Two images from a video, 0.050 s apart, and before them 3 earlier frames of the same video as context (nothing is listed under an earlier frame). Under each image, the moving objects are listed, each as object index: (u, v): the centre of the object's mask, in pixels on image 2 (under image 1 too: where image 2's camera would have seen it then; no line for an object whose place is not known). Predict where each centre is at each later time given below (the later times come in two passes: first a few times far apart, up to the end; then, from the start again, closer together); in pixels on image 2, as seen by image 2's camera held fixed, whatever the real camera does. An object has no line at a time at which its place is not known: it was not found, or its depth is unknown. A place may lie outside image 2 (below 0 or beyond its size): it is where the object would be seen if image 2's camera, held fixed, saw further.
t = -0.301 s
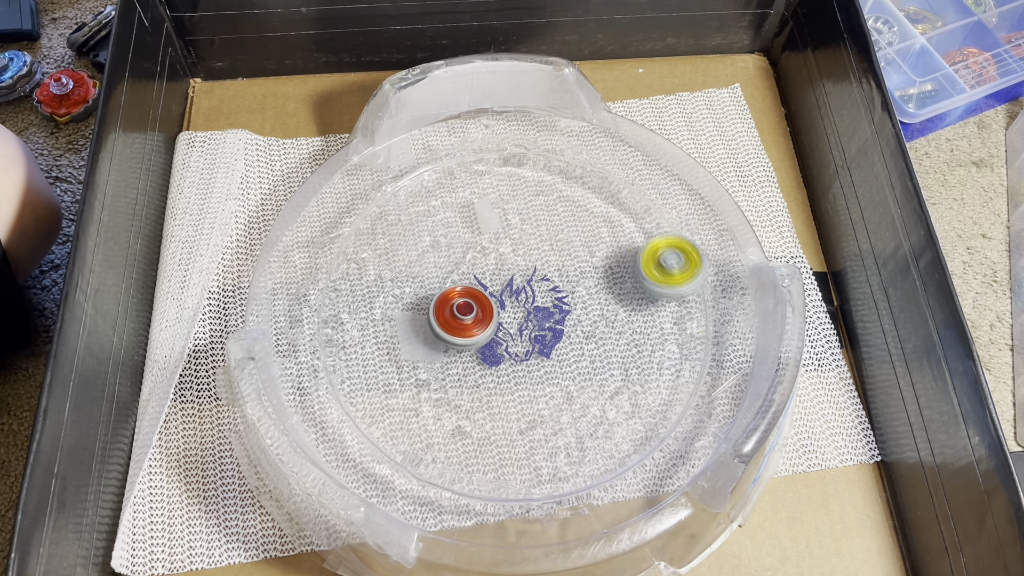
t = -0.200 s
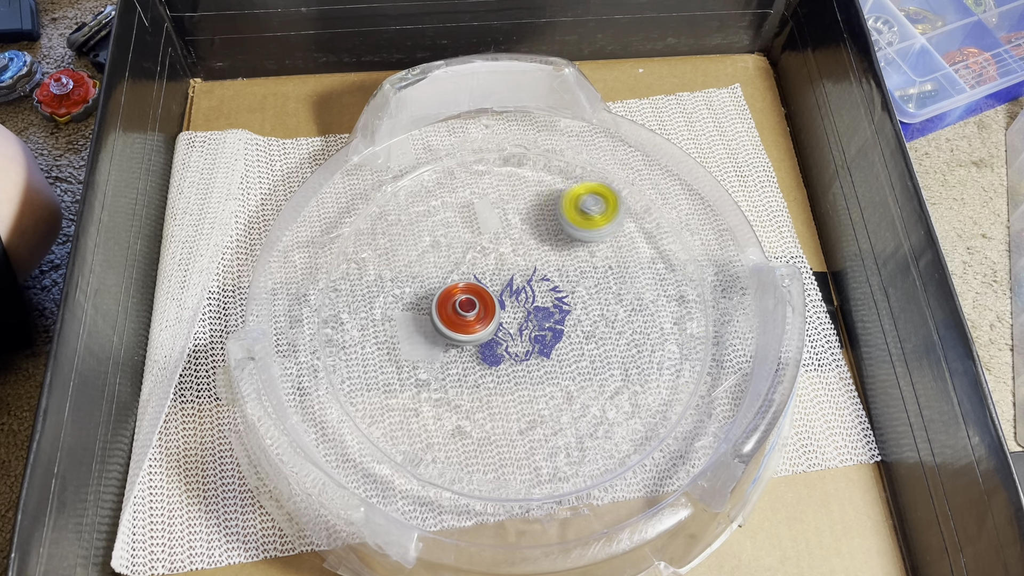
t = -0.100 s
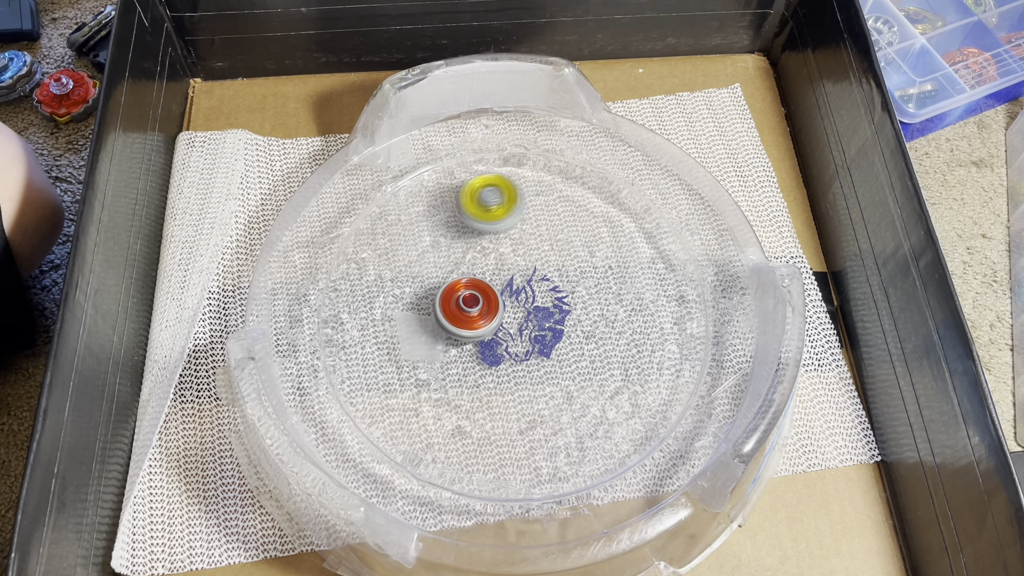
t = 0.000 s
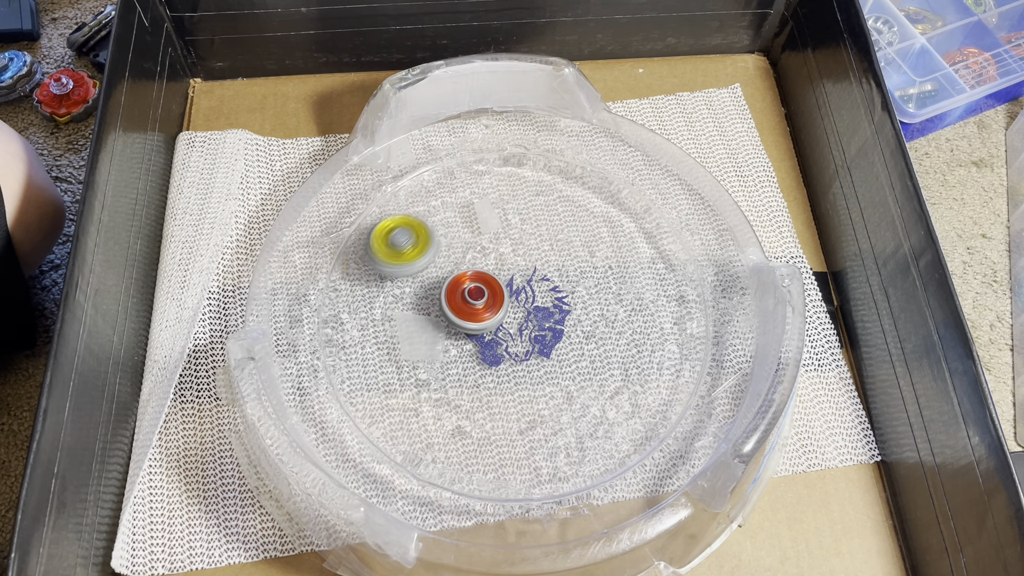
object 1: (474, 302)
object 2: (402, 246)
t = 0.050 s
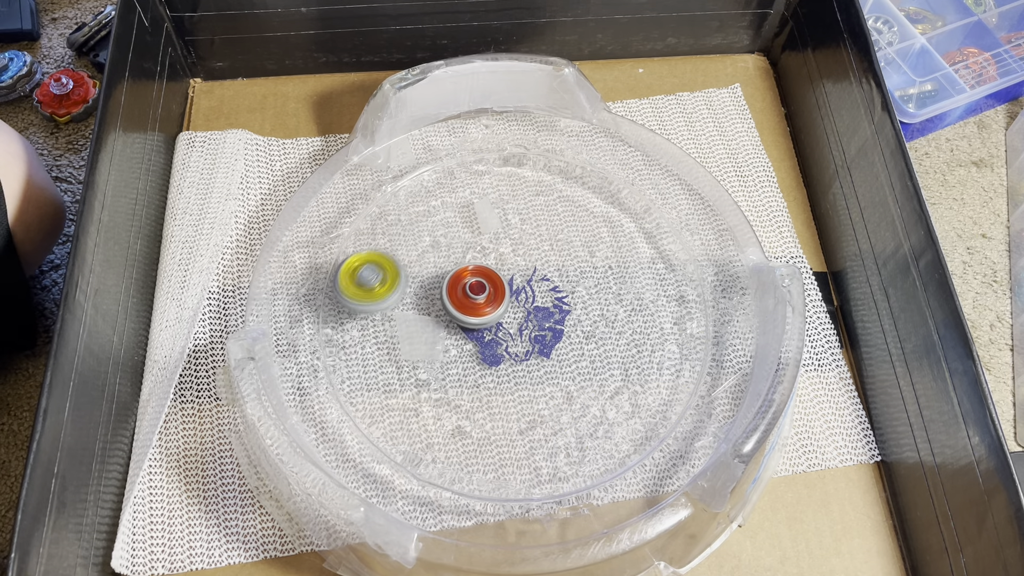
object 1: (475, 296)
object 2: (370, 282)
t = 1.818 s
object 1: (551, 300)
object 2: (456, 168)
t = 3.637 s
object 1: (489, 342)
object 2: (671, 222)
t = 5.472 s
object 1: (513, 289)
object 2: (609, 462)
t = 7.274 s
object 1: (524, 345)
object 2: (332, 356)
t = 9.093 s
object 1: (489, 301)
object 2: (537, 158)
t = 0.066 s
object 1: (475, 294)
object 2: (362, 296)
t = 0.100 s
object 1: (476, 292)
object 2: (351, 327)
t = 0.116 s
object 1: (476, 291)
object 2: (347, 343)
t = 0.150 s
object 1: (476, 289)
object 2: (345, 375)
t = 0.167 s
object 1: (476, 289)
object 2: (346, 390)
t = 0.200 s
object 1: (477, 288)
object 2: (362, 417)
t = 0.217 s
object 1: (477, 287)
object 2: (375, 431)
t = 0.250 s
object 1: (477, 286)
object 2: (405, 455)
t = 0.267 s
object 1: (477, 286)
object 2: (423, 465)
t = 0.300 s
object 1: (478, 285)
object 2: (459, 478)
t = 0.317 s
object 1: (479, 285)
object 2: (481, 483)
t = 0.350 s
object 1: (480, 285)
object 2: (523, 486)
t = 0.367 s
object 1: (480, 285)
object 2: (545, 484)
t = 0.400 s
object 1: (481, 284)
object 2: (581, 474)
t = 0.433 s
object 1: (482, 284)
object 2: (610, 458)
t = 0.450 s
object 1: (483, 284)
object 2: (623, 448)
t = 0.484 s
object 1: (484, 283)
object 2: (643, 424)
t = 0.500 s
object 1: (485, 283)
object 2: (651, 408)
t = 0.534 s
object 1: (486, 282)
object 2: (661, 378)
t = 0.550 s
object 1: (487, 282)
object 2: (664, 362)
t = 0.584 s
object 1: (489, 282)
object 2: (662, 331)
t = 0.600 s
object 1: (490, 281)
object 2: (658, 315)
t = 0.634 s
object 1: (492, 281)
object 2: (646, 286)
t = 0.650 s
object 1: (493, 281)
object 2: (637, 272)
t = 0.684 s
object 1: (495, 281)
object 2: (615, 248)
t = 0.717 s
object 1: (497, 281)
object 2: (589, 228)
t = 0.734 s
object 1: (498, 280)
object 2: (575, 220)
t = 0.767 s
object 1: (500, 280)
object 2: (545, 207)
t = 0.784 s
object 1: (501, 280)
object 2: (528, 203)
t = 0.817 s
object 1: (503, 280)
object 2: (496, 198)
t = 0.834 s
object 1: (504, 280)
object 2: (480, 197)
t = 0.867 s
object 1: (505, 280)
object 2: (447, 201)
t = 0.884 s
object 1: (506, 280)
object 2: (431, 205)
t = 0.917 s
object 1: (509, 280)
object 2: (400, 216)
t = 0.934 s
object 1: (510, 280)
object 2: (386, 224)
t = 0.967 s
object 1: (512, 281)
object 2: (359, 241)
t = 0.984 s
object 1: (513, 281)
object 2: (348, 252)
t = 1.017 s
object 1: (515, 281)
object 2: (328, 274)
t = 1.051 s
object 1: (517, 281)
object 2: (325, 304)
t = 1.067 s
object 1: (518, 281)
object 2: (325, 319)
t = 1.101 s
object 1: (520, 281)
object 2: (326, 349)
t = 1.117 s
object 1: (521, 281)
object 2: (331, 364)
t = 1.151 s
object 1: (522, 282)
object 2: (347, 395)
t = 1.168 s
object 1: (523, 282)
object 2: (357, 410)
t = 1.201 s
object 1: (525, 282)
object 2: (381, 436)
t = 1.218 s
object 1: (526, 283)
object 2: (396, 447)
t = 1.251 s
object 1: (529, 283)
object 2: (427, 463)
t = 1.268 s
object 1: (530, 283)
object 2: (443, 467)
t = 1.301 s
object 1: (532, 284)
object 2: (479, 471)
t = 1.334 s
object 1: (534, 285)
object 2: (515, 467)
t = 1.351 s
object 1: (535, 285)
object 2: (532, 462)
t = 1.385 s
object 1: (537, 286)
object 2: (564, 448)
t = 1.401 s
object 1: (537, 286)
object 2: (578, 438)
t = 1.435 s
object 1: (539, 287)
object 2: (604, 415)
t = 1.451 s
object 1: (540, 288)
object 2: (614, 403)
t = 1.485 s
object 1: (541, 289)
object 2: (629, 373)
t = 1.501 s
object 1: (542, 289)
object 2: (635, 358)
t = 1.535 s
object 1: (543, 290)
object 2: (638, 325)
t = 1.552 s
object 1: (543, 290)
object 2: (637, 310)
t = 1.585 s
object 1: (545, 291)
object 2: (629, 280)
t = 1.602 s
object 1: (545, 292)
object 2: (623, 266)
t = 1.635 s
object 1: (546, 293)
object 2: (606, 239)
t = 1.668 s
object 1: (547, 294)
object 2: (586, 216)
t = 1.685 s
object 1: (548, 295)
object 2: (573, 206)
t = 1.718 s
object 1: (549, 296)
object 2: (548, 189)
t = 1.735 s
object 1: (549, 297)
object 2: (533, 182)
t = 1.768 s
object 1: (550, 298)
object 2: (503, 173)
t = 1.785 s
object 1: (550, 299)
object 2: (486, 170)
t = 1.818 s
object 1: (551, 300)
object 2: (456, 168)
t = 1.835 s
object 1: (551, 301)
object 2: (439, 168)
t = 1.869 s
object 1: (551, 302)
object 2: (410, 172)
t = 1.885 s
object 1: (552, 303)
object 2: (397, 179)
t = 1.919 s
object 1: (552, 304)
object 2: (377, 200)
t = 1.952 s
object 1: (552, 306)
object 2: (357, 222)
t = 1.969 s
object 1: (552, 307)
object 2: (346, 233)
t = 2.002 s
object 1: (553, 308)
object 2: (333, 259)
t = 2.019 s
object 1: (553, 309)
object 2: (329, 273)
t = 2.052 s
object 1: (553, 311)
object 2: (325, 302)
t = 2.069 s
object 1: (553, 312)
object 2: (324, 316)
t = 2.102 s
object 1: (553, 314)
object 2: (331, 346)
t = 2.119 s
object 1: (553, 314)
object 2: (336, 361)
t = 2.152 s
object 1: (552, 316)
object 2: (354, 386)
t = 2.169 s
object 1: (552, 317)
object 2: (364, 398)
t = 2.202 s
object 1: (551, 319)
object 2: (392, 417)
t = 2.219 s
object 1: (551, 320)
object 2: (408, 426)
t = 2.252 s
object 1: (550, 322)
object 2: (442, 436)
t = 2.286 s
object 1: (550, 323)
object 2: (481, 441)
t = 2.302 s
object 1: (550, 324)
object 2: (499, 440)
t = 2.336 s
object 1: (549, 326)
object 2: (536, 435)
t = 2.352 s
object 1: (548, 327)
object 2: (554, 429)
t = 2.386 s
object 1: (547, 329)
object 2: (584, 413)
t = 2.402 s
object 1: (547, 329)
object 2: (599, 403)
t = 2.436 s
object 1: (546, 331)
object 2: (621, 379)
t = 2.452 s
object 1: (546, 331)
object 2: (630, 366)
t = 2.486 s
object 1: (544, 333)
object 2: (644, 337)
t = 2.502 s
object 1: (544, 334)
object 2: (648, 322)
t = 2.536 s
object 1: (543, 335)
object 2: (651, 291)
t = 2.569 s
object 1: (542, 336)
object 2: (647, 261)
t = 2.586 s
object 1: (541, 337)
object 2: (643, 246)
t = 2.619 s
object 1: (540, 338)
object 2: (631, 219)
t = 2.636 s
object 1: (539, 339)
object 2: (623, 207)
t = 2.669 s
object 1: (538, 340)
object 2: (604, 184)
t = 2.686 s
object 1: (537, 341)
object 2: (594, 175)
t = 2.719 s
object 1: (535, 342)
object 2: (570, 158)
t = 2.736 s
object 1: (535, 343)
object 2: (558, 151)
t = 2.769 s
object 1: (533, 344)
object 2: (528, 148)
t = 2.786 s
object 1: (532, 344)
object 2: (512, 149)
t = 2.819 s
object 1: (531, 345)
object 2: (481, 150)
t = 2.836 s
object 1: (530, 346)
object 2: (467, 152)
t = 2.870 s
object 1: (529, 347)
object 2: (437, 159)
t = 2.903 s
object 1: (528, 347)
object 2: (411, 173)
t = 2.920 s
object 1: (527, 348)
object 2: (399, 181)
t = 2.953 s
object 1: (525, 348)
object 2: (380, 200)
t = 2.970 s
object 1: (524, 348)
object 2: (372, 213)
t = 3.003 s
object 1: (523, 349)
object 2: (359, 238)
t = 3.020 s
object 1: (522, 349)
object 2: (355, 252)
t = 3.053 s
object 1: (520, 349)
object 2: (350, 281)
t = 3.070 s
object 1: (519, 349)
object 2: (350, 297)
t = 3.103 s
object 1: (518, 349)
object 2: (356, 326)
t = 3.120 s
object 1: (517, 349)
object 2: (362, 341)
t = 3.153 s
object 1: (515, 349)
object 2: (381, 369)
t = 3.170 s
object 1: (514, 349)
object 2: (392, 382)
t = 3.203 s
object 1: (512, 349)
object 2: (420, 405)
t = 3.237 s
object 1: (511, 349)
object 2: (453, 423)
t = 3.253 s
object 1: (510, 349)
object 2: (469, 429)
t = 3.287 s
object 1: (508, 348)
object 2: (505, 435)
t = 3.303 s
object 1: (507, 348)
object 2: (524, 436)
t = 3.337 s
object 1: (505, 348)
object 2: (559, 433)
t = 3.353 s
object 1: (504, 348)
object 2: (576, 428)
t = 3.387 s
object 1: (503, 348)
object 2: (608, 415)
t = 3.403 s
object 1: (501, 347)
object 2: (624, 407)
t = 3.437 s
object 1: (500, 347)
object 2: (650, 385)
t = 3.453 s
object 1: (499, 347)
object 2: (661, 373)
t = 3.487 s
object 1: (497, 346)
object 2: (678, 345)
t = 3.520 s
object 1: (496, 346)
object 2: (690, 316)
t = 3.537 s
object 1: (495, 345)
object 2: (693, 301)
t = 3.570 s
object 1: (493, 344)
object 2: (693, 273)
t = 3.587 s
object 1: (492, 344)
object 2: (691, 259)
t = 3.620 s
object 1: (490, 343)
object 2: (681, 232)
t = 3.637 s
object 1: (489, 342)
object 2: (671, 222)
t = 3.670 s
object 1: (487, 341)
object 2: (652, 200)
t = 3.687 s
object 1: (486, 341)
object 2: (641, 189)
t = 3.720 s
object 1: (485, 340)
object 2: (616, 174)
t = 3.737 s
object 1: (484, 339)
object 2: (603, 167)
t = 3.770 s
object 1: (482, 338)
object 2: (575, 157)
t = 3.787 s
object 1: (482, 338)
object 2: (561, 155)
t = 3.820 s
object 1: (480, 337)
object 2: (532, 153)
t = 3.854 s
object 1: (479, 336)
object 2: (503, 156)
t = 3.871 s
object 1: (478, 335)
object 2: (489, 159)
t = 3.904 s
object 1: (477, 334)
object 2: (462, 170)
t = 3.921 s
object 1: (476, 333)
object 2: (449, 178)
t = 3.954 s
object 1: (475, 332)
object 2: (425, 196)
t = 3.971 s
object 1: (475, 331)
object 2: (414, 208)
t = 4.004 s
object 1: (474, 329)
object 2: (396, 232)
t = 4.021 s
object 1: (473, 329)
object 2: (389, 245)
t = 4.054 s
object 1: (472, 327)
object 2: (379, 274)
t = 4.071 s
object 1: (472, 326)
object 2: (377, 289)
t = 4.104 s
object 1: (471, 324)
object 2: (376, 321)
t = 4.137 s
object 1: (470, 322)
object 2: (383, 352)
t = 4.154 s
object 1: (470, 322)
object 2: (389, 367)
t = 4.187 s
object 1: (469, 320)
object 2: (406, 396)
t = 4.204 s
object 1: (469, 319)
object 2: (417, 409)
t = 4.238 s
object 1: (469, 318)
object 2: (444, 430)
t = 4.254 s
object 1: (469, 317)
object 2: (458, 439)
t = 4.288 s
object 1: (469, 315)
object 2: (491, 453)
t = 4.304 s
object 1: (469, 314)
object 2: (508, 458)
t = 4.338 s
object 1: (469, 313)
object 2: (543, 463)
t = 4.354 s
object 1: (469, 312)
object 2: (561, 464)
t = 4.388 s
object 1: (470, 310)
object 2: (596, 459)
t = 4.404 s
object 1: (470, 310)
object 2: (614, 455)
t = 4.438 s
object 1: (470, 308)
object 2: (645, 443)
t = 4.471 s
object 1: (472, 306)
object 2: (667, 418)
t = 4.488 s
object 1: (472, 305)
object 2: (677, 405)
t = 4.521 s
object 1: (473, 303)
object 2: (694, 379)
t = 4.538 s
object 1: (474, 302)
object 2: (698, 365)
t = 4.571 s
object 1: (474, 299)
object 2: (704, 337)
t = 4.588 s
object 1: (474, 298)
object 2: (704, 323)
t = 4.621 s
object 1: (474, 297)
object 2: (701, 296)
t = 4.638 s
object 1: (475, 296)
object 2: (697, 283)
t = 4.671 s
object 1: (474, 294)
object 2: (684, 259)
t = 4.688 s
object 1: (475, 294)
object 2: (676, 248)
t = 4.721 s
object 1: (475, 293)
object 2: (655, 227)
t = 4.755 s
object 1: (475, 293)
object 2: (631, 210)
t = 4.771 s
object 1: (475, 292)
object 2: (618, 203)
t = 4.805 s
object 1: (476, 292)
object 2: (589, 193)
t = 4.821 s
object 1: (476, 291)
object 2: (574, 190)
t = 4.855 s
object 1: (477, 291)
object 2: (543, 187)
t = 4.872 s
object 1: (477, 291)
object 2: (528, 187)
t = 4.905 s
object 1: (478, 291)
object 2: (496, 192)
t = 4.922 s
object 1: (478, 291)
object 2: (481, 196)
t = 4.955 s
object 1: (479, 290)
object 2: (454, 209)
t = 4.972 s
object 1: (480, 290)
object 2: (440, 216)
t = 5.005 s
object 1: (481, 290)
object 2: (416, 236)
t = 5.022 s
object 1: (482, 290)
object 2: (405, 247)
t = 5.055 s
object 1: (484, 290)
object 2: (387, 271)
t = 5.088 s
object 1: (486, 289)
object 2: (374, 298)
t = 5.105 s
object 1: (486, 289)
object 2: (370, 313)
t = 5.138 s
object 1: (488, 289)
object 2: (367, 342)
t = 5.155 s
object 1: (489, 289)
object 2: (367, 358)
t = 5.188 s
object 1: (492, 289)
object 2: (373, 388)
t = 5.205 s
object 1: (493, 289)
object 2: (379, 402)
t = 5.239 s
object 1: (495, 289)
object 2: (395, 429)
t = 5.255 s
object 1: (496, 289)
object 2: (404, 442)
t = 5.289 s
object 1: (499, 289)
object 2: (428, 464)
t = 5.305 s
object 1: (500, 289)
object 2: (441, 473)
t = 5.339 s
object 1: (502, 289)
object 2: (478, 480)
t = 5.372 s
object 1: (505, 289)
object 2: (511, 485)
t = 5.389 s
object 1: (506, 289)
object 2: (528, 486)
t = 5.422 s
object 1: (509, 289)
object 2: (563, 480)
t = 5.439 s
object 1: (510, 289)
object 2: (579, 475)
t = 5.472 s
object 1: (513, 289)
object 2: (609, 462)
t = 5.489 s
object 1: (514, 289)
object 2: (623, 453)
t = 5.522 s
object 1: (517, 290)
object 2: (645, 433)
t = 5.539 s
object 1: (518, 290)
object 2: (654, 421)
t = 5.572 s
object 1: (521, 289)
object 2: (667, 395)
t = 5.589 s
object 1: (522, 289)
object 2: (672, 381)
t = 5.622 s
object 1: (525, 289)
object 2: (675, 352)
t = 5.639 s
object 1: (526, 289)
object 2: (673, 337)
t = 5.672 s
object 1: (528, 289)
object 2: (667, 309)
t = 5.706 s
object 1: (530, 289)
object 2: (654, 282)
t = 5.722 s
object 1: (531, 289)
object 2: (645, 270)
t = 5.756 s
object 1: (533, 289)
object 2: (624, 248)
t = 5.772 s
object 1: (533, 289)
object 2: (613, 238)
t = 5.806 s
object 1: (534, 289)
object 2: (587, 223)
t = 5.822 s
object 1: (535, 289)
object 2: (572, 216)
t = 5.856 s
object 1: (536, 290)
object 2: (543, 207)
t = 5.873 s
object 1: (537, 290)
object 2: (528, 205)
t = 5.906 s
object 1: (537, 290)
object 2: (498, 202)
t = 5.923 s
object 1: (537, 290)
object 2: (483, 202)
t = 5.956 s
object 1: (538, 291)
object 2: (454, 208)
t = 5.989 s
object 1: (538, 291)
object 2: (426, 218)
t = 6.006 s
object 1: (538, 291)
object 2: (412, 224)
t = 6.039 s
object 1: (538, 292)
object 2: (385, 240)
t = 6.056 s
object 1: (539, 292)
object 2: (375, 251)
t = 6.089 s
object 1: (539, 293)
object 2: (356, 273)
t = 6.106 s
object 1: (539, 293)
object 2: (348, 285)
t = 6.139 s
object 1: (539, 294)
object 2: (336, 311)
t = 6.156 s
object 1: (539, 294)
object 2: (330, 324)
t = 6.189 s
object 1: (540, 295)
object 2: (326, 351)
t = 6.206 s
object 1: (540, 296)
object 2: (332, 365)
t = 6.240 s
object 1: (540, 296)
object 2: (346, 392)
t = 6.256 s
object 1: (540, 297)
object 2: (354, 406)
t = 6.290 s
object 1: (539, 298)
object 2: (374, 430)
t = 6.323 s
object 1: (539, 299)
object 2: (400, 451)
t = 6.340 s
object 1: (539, 299)
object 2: (416, 460)
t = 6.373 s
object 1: (539, 301)
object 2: (447, 471)
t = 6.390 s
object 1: (538, 301)
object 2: (463, 474)
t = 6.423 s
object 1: (538, 303)
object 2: (496, 475)
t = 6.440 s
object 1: (538, 304)
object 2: (513, 473)
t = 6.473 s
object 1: (538, 306)
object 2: (544, 465)
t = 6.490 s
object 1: (537, 307)
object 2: (559, 458)
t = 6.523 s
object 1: (537, 309)
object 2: (587, 441)
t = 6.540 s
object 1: (537, 310)
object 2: (600, 430)
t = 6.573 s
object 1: (536, 313)
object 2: (619, 406)
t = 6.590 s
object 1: (535, 314)
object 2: (626, 393)
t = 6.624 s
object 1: (534, 316)
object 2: (637, 364)
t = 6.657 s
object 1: (534, 319)
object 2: (641, 335)
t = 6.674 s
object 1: (534, 320)
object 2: (640, 321)
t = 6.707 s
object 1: (533, 322)
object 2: (634, 292)
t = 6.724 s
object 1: (533, 323)
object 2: (629, 279)
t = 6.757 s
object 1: (532, 325)
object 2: (615, 254)
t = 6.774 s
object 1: (532, 326)
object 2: (606, 242)
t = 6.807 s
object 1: (531, 328)
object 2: (586, 222)
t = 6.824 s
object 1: (531, 330)
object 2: (574, 213)
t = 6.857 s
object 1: (531, 332)
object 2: (549, 198)
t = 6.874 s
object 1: (531, 332)
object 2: (536, 192)
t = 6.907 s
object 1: (530, 334)
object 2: (508, 184)
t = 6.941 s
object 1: (530, 335)
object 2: (480, 180)
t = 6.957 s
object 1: (530, 336)
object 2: (465, 180)
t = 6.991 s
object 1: (529, 338)
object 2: (435, 182)
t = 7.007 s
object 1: (529, 338)
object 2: (422, 185)
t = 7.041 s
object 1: (528, 340)
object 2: (395, 194)
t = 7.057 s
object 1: (528, 341)
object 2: (384, 200)
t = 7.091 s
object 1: (527, 342)
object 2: (362, 215)
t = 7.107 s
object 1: (527, 342)
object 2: (352, 224)
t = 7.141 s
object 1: (526, 343)
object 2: (339, 248)
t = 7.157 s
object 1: (525, 344)
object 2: (334, 261)
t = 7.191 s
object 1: (525, 344)
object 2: (326, 287)
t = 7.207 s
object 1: (525, 344)
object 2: (324, 301)
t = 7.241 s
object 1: (524, 345)
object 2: (325, 328)
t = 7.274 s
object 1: (524, 345)
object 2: (332, 356)
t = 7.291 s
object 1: (523, 345)
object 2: (339, 369)
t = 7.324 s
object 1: (522, 345)
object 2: (357, 392)
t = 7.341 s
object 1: (522, 345)
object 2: (368, 403)
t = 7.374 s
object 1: (522, 345)
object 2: (394, 421)
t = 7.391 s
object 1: (521, 345)
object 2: (409, 429)
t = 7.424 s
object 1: (521, 345)
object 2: (442, 439)
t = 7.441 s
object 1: (520, 345)
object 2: (458, 441)
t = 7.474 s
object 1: (519, 345)
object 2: (494, 443)
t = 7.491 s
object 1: (519, 345)
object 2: (511, 442)
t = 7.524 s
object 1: (518, 344)
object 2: (545, 435)
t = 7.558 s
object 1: (517, 344)
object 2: (575, 421)
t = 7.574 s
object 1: (516, 344)
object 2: (588, 413)
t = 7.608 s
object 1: (515, 343)
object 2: (612, 392)
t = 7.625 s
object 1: (515, 343)
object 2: (622, 380)
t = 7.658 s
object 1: (513, 342)
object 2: (637, 354)
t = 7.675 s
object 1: (512, 342)
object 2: (643, 341)
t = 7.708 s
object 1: (511, 341)
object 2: (650, 313)
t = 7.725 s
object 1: (510, 341)
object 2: (650, 299)
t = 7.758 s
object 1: (509, 340)
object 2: (647, 271)
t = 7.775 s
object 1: (508, 340)
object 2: (644, 257)
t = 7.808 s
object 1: (506, 339)
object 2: (633, 231)
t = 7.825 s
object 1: (506, 339)
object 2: (625, 219)
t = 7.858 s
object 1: (504, 338)
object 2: (608, 198)
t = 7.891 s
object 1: (503, 337)
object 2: (588, 179)
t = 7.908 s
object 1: (502, 336)
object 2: (577, 172)
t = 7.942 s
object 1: (500, 335)
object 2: (553, 159)
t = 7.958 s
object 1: (499, 335)
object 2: (541, 154)
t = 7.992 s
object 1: (498, 334)
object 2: (514, 147)
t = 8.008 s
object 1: (497, 333)
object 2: (501, 146)
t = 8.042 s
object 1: (495, 332)
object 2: (472, 150)
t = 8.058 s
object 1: (495, 332)
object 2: (459, 154)
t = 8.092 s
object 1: (493, 331)
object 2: (433, 163)
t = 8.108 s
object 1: (492, 330)
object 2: (421, 169)
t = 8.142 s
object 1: (491, 329)
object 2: (400, 184)
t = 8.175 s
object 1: (490, 328)
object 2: (382, 203)
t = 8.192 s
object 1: (489, 328)
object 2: (374, 214)
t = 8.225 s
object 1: (488, 327)
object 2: (363, 239)
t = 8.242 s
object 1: (488, 327)
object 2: (358, 251)
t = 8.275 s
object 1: (487, 325)
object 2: (354, 279)
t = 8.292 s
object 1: (486, 325)
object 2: (354, 293)
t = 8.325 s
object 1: (486, 324)
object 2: (358, 322)
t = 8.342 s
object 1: (486, 323)
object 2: (365, 336)
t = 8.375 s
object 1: (485, 322)
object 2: (379, 363)
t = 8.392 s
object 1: (485, 322)
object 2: (388, 376)
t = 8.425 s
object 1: (484, 320)
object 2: (413, 399)
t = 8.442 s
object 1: (484, 320)
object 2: (426, 408)
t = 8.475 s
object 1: (484, 319)
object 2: (456, 423)
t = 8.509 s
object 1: (484, 318)
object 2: (488, 432)
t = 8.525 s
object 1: (483, 317)
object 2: (505, 435)
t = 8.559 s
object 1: (483, 316)
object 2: (539, 435)
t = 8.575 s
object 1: (483, 316)
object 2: (556, 433)
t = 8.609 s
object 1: (483, 315)
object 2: (588, 425)
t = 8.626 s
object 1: (483, 314)
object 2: (603, 419)
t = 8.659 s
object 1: (483, 314)
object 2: (631, 402)
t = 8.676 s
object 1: (483, 313)
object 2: (643, 392)
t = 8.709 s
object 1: (484, 312)
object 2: (662, 370)
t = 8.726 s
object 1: (484, 312)
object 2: (671, 357)
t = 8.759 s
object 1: (484, 310)
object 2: (683, 331)
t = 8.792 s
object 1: (485, 309)
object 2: (689, 304)
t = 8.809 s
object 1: (485, 309)
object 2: (689, 291)
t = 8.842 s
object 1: (485, 308)
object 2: (686, 264)
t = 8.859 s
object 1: (485, 307)
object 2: (682, 252)
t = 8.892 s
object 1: (486, 306)
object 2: (672, 229)
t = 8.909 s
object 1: (486, 306)
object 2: (664, 218)
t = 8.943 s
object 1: (486, 305)
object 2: (647, 198)
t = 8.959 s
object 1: (486, 305)
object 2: (638, 189)
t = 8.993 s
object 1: (487, 304)
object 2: (616, 175)
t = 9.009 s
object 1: (487, 303)
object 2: (605, 168)
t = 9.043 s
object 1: (488, 302)
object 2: (578, 160)
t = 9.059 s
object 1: (488, 302)
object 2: (564, 158)
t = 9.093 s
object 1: (489, 301)
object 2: (537, 158)
